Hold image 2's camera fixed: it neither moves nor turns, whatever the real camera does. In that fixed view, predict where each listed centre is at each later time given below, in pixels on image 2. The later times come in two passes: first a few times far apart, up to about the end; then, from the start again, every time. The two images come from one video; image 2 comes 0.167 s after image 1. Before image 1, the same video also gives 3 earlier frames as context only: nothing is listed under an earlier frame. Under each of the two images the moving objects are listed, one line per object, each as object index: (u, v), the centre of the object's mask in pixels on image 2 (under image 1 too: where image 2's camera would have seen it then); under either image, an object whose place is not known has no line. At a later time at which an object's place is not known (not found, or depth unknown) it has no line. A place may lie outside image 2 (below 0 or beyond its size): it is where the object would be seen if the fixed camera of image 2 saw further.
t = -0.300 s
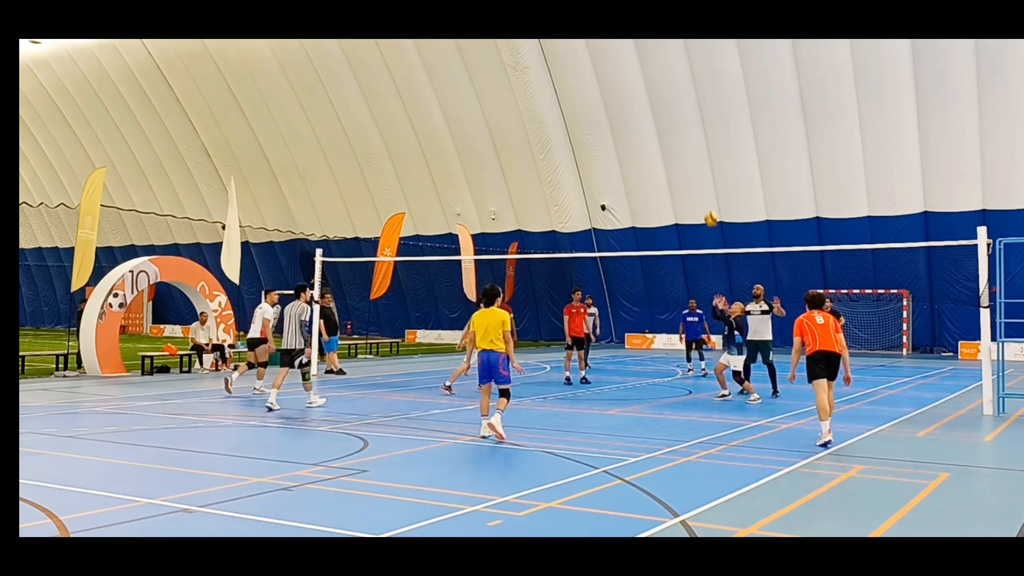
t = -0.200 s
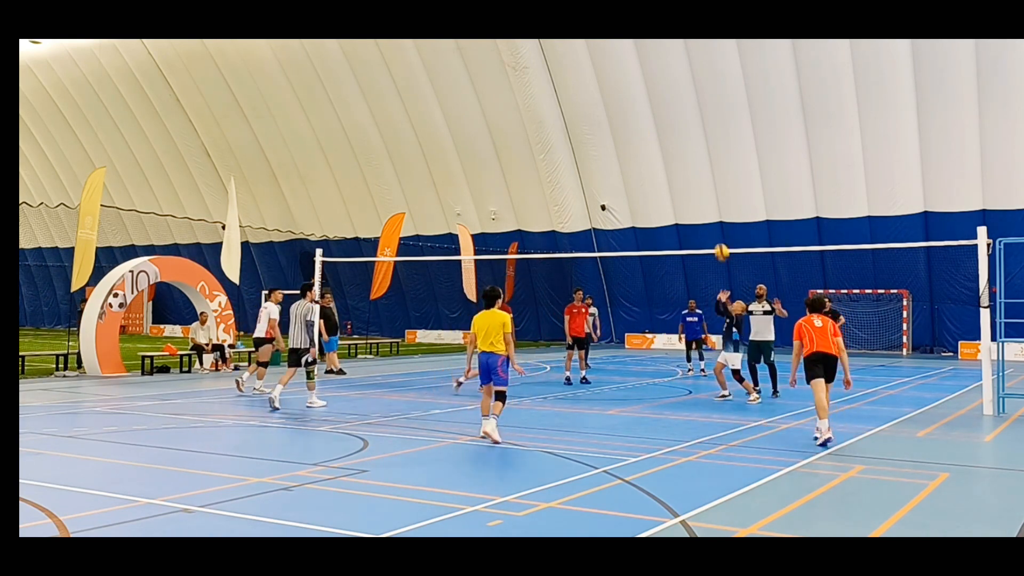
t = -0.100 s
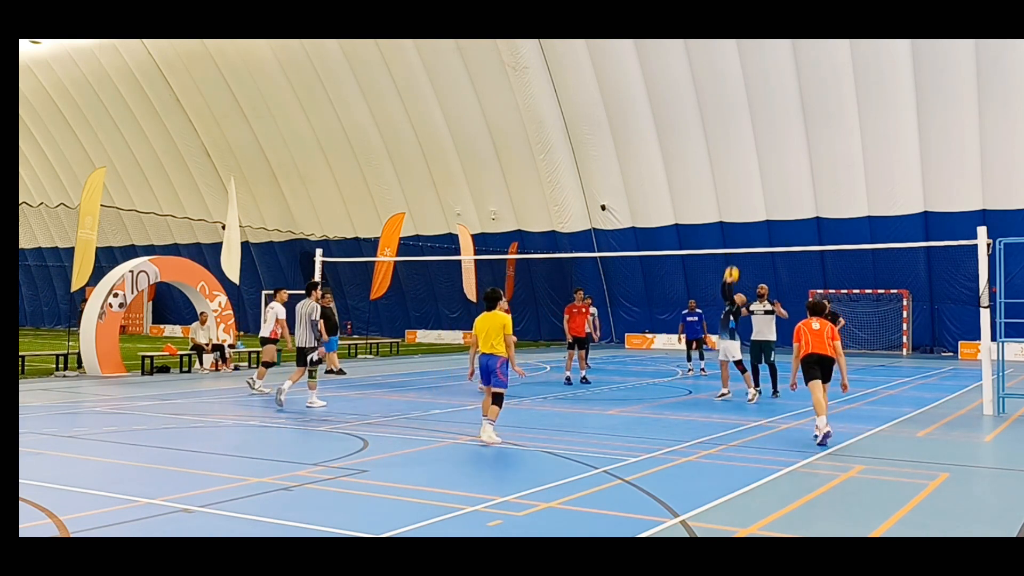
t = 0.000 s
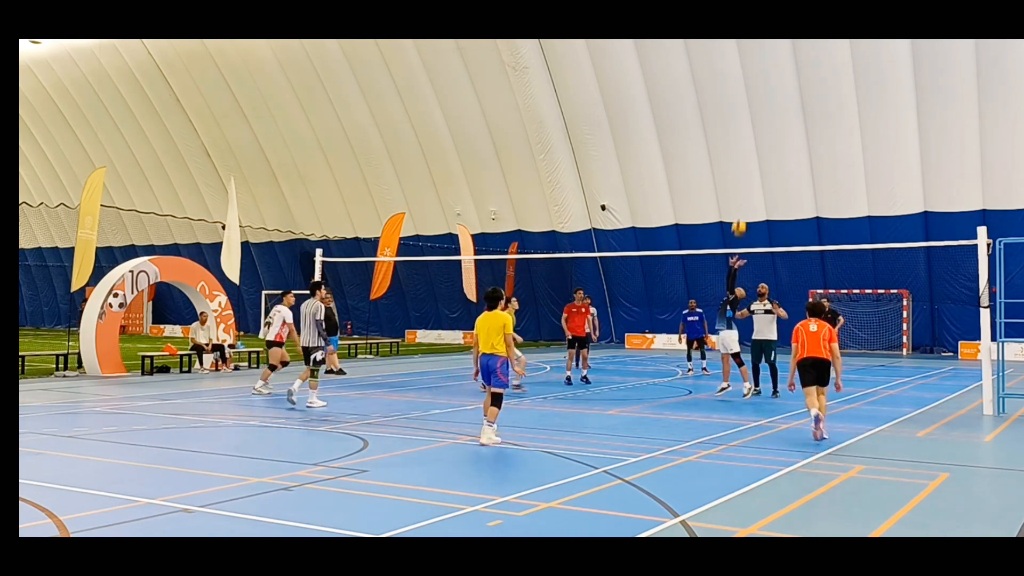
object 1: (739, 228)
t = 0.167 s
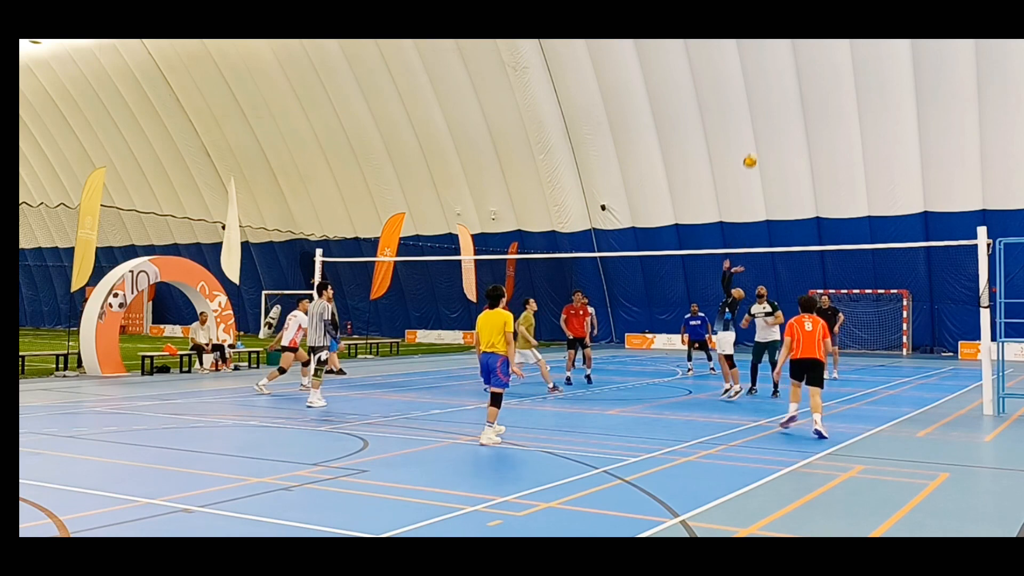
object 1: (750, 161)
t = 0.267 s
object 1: (756, 130)
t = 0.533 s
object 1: (773, 78)
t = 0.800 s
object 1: (790, 71)
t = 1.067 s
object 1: (806, 112)
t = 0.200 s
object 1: (752, 150)
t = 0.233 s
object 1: (754, 140)
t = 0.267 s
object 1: (756, 130)
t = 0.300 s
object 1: (758, 121)
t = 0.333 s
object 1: (760, 113)
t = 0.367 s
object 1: (762, 105)
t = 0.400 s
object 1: (765, 98)
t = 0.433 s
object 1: (767, 92)
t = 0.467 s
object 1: (769, 86)
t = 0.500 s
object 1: (771, 82)
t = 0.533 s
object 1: (773, 78)
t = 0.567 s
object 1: (775, 74)
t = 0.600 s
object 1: (777, 72)
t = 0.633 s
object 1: (779, 70)
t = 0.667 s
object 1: (781, 68)
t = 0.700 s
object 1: (783, 68)
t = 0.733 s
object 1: (785, 68)
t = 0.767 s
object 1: (787, 69)
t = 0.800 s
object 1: (790, 71)
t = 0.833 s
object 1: (792, 73)
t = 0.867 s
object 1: (794, 77)
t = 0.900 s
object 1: (796, 81)
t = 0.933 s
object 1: (798, 85)
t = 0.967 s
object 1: (800, 91)
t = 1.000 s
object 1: (802, 97)
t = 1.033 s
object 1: (804, 104)
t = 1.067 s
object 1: (806, 112)
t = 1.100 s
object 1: (808, 121)
